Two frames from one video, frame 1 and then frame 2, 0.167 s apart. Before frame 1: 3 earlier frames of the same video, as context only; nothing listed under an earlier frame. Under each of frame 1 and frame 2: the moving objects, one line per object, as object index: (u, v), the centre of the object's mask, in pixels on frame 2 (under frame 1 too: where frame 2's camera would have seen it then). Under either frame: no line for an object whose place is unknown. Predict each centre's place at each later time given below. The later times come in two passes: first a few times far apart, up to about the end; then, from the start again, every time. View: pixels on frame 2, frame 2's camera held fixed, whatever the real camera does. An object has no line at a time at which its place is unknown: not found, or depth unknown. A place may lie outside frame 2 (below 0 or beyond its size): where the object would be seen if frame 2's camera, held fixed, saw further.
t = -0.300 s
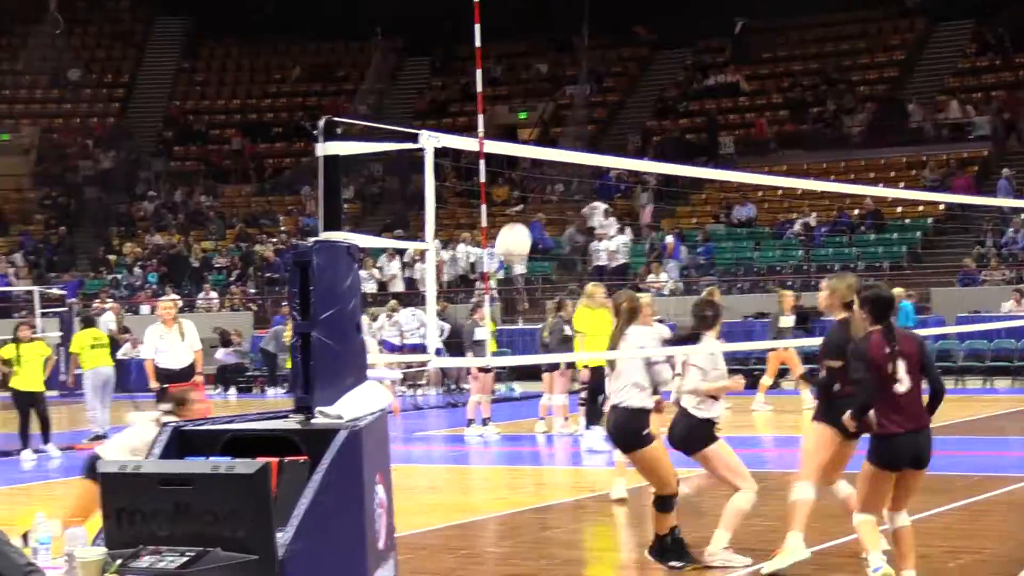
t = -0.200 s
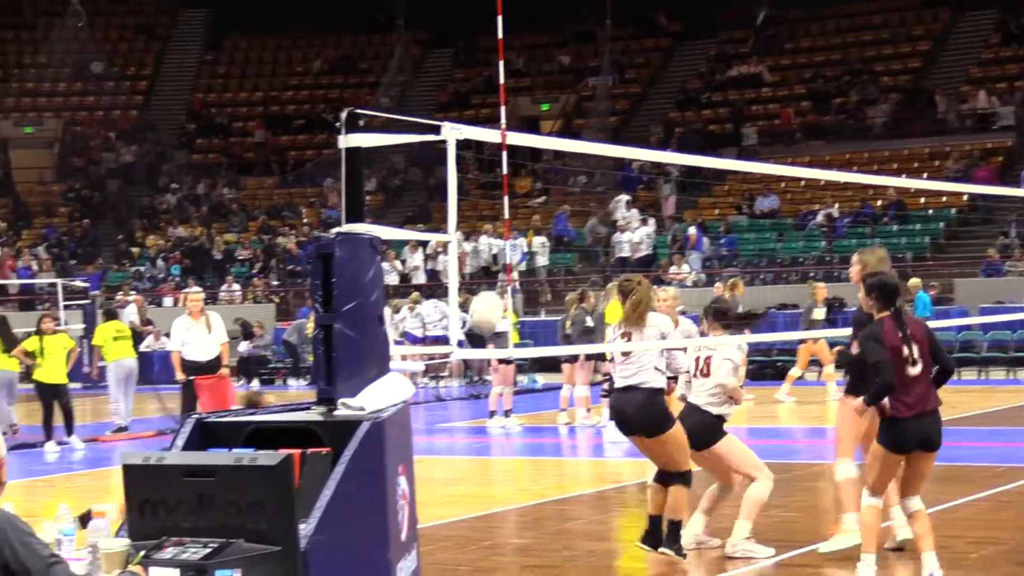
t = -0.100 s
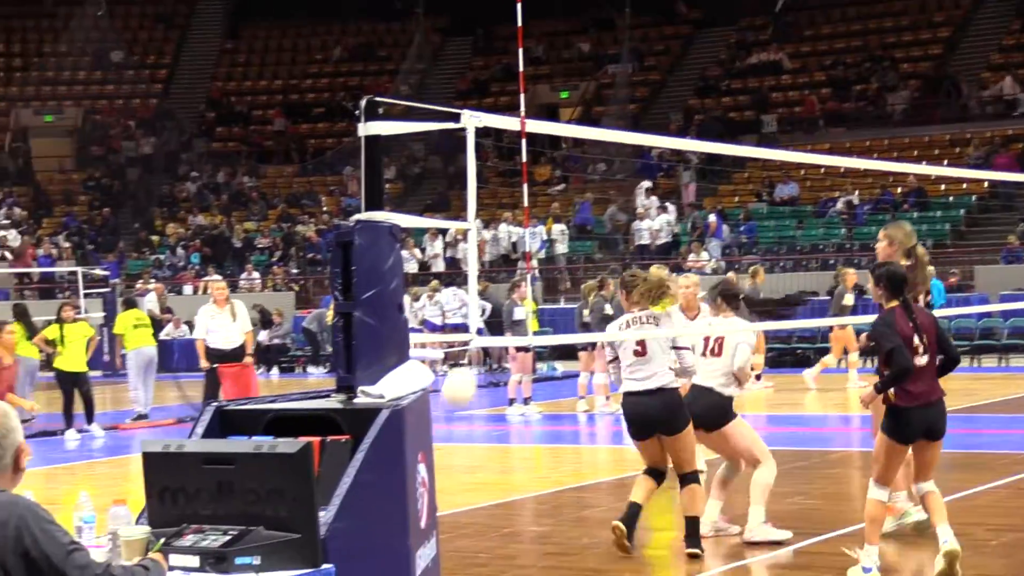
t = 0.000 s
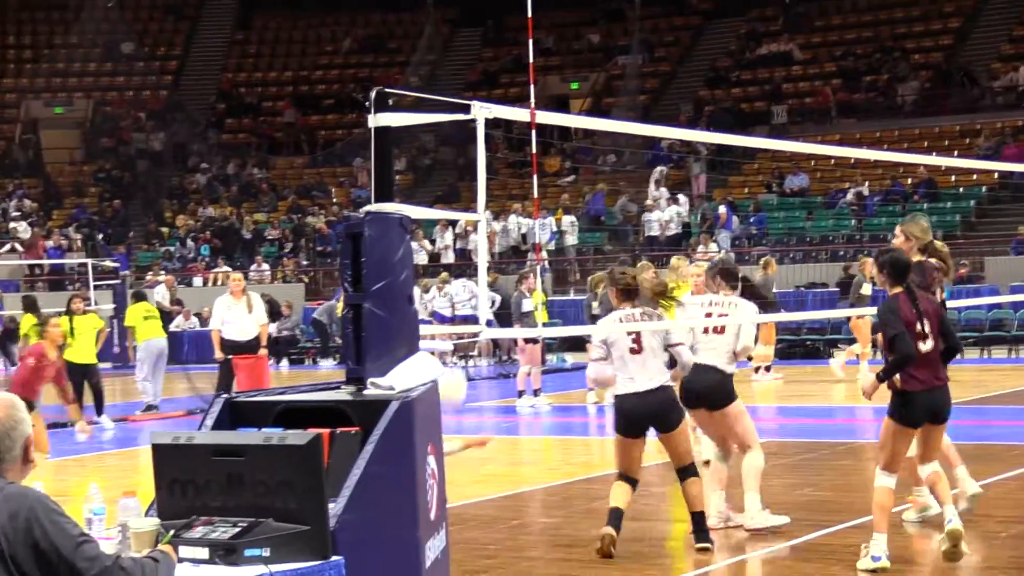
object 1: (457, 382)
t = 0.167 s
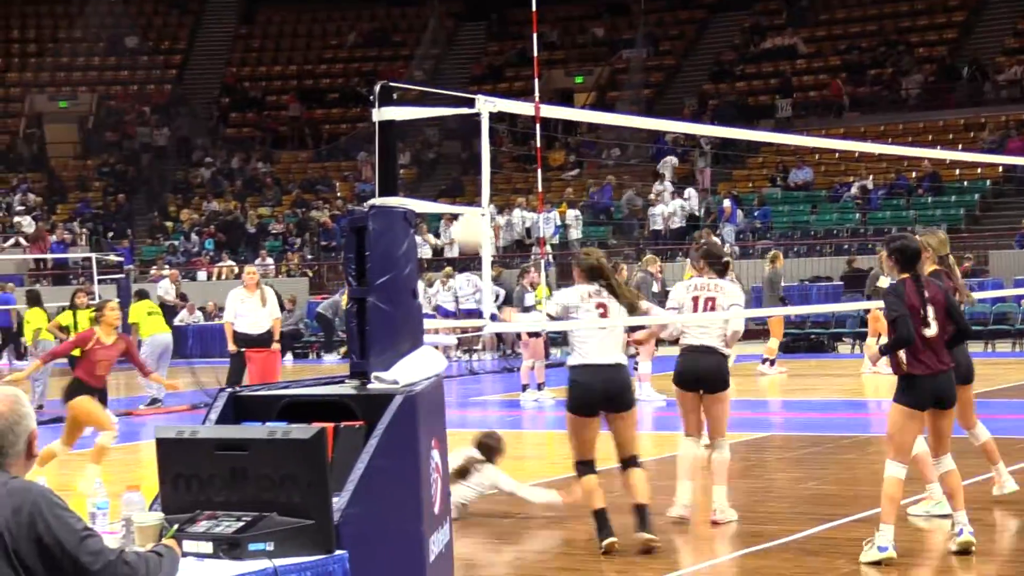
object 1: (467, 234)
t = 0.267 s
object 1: (479, 163)
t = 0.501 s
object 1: (502, 63)
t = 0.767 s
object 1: (528, 49)
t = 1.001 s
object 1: (552, 121)
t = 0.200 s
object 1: (472, 206)
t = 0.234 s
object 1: (476, 184)
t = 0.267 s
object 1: (479, 163)
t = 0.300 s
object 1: (483, 144)
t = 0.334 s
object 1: (487, 125)
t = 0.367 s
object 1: (490, 109)
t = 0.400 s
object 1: (493, 90)
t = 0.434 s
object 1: (496, 82)
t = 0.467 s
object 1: (499, 73)
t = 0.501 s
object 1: (502, 63)
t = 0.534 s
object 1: (505, 55)
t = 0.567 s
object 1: (508, 50)
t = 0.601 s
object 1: (512, 46)
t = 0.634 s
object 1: (515, 43)
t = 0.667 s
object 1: (518, 42)
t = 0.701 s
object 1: (520, 43)
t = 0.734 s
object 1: (525, 45)
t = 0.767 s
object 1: (528, 49)
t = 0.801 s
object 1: (531, 54)
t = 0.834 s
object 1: (534, 61)
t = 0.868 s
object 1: (538, 70)
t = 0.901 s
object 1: (542, 81)
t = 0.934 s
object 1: (545, 90)
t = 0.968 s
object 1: (549, 103)
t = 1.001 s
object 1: (552, 121)
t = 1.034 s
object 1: (555, 138)
